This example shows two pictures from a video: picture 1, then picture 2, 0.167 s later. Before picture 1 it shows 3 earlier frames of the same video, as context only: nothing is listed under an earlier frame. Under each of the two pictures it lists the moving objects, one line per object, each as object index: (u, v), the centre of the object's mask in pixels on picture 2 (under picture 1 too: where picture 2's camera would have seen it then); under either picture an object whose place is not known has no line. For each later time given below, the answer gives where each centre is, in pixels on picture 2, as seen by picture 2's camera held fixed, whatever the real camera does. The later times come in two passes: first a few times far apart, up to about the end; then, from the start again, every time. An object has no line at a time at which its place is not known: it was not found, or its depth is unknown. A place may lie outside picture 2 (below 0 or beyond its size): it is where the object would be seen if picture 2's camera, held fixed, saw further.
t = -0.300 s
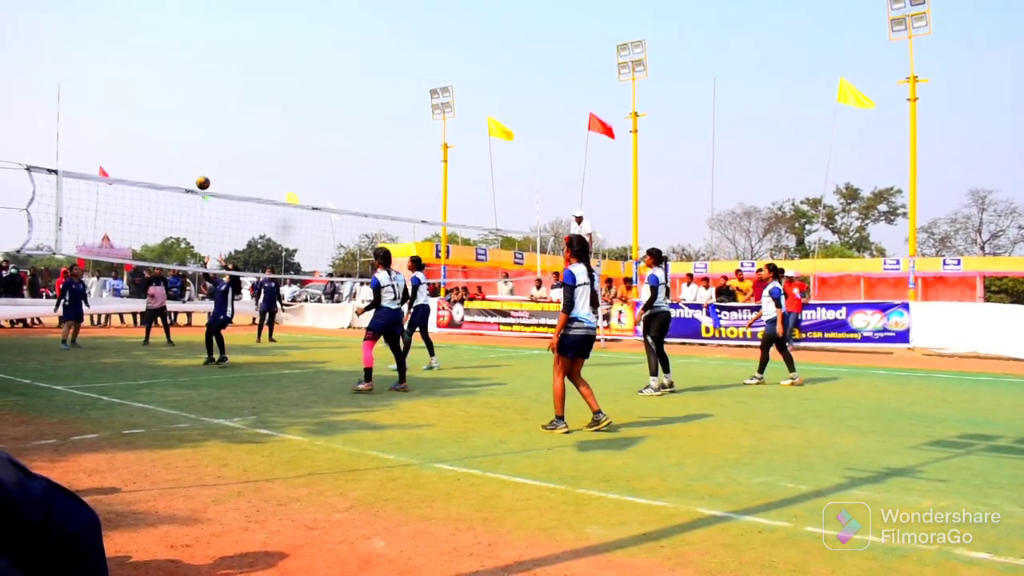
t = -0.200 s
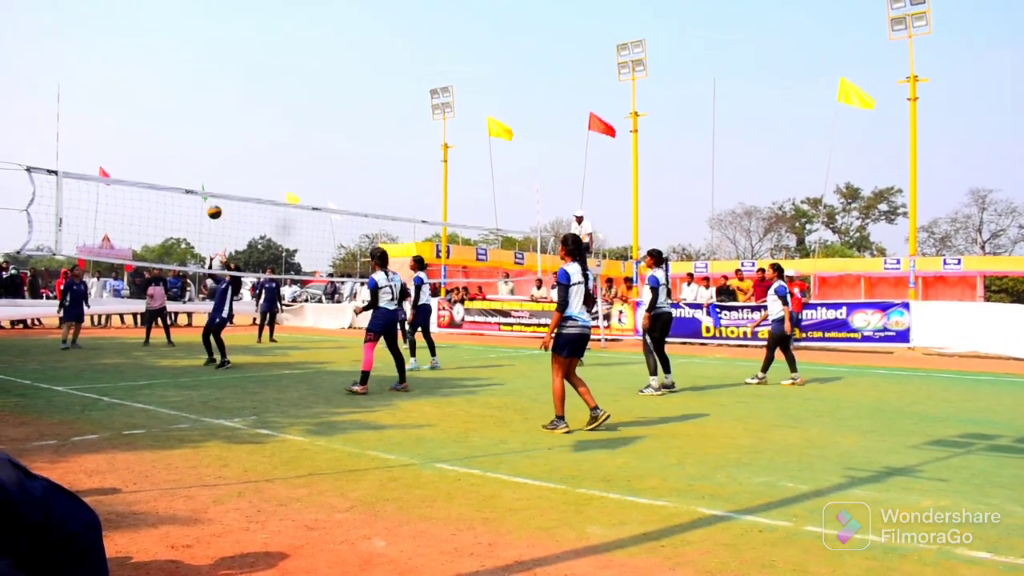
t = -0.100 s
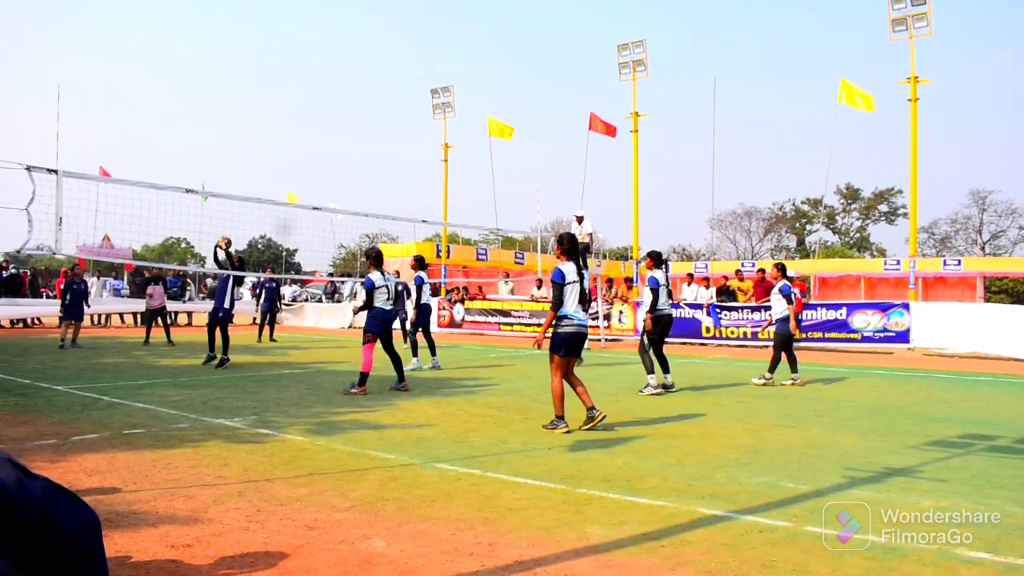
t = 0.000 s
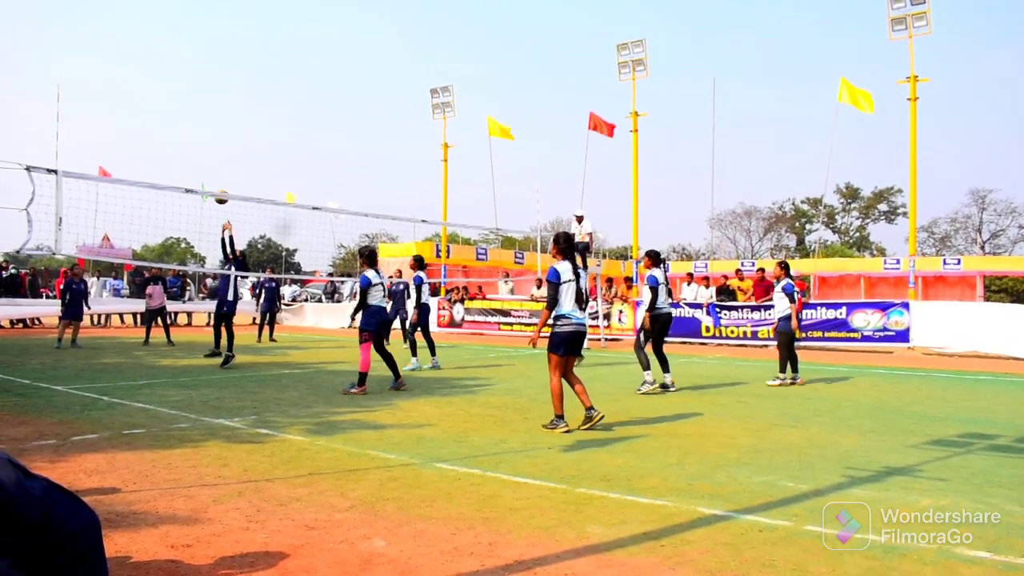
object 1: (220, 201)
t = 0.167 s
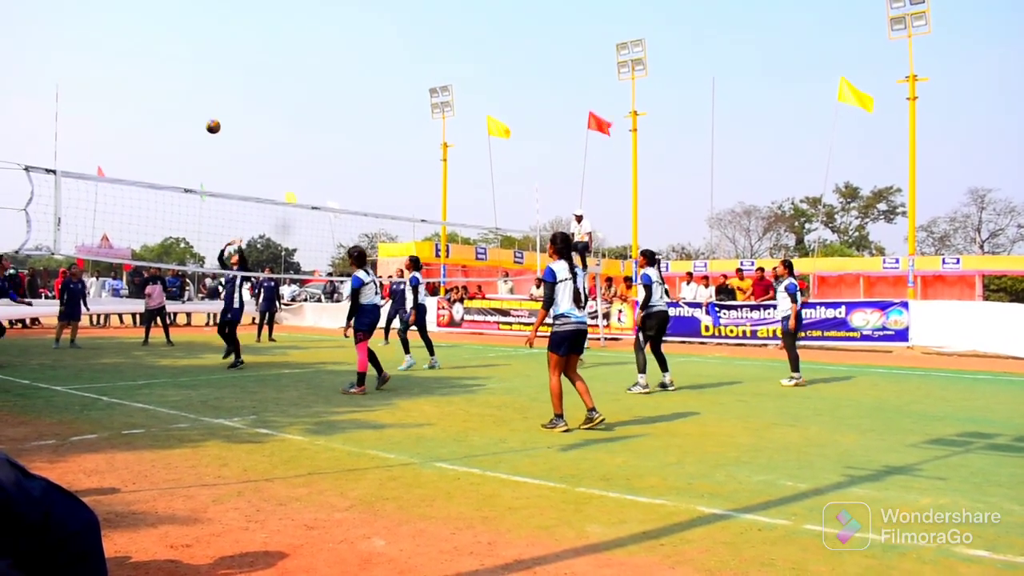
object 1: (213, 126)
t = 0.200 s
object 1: (211, 114)
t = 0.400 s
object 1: (202, 59)
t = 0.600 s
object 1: (191, 32)
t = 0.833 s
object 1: (178, 38)
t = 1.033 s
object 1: (165, 73)
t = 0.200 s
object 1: (211, 114)
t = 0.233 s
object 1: (210, 103)
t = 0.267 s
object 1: (209, 93)
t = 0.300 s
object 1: (207, 83)
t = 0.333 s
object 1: (206, 75)
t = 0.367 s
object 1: (204, 67)
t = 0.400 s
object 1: (202, 59)
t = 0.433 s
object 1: (201, 53)
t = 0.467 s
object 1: (199, 47)
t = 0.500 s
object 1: (197, 42)
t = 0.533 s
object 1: (195, 38)
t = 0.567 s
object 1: (193, 35)
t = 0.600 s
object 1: (191, 32)
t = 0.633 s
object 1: (190, 31)
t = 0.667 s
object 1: (188, 30)
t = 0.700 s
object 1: (186, 30)
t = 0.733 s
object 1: (184, 31)
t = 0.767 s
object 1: (182, 33)
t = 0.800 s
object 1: (180, 35)
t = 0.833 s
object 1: (178, 38)
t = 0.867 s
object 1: (176, 42)
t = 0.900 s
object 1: (174, 46)
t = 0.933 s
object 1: (172, 52)
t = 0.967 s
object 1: (170, 58)
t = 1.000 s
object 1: (167, 65)
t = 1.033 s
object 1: (165, 73)
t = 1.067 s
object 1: (163, 82)
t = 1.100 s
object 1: (161, 92)
